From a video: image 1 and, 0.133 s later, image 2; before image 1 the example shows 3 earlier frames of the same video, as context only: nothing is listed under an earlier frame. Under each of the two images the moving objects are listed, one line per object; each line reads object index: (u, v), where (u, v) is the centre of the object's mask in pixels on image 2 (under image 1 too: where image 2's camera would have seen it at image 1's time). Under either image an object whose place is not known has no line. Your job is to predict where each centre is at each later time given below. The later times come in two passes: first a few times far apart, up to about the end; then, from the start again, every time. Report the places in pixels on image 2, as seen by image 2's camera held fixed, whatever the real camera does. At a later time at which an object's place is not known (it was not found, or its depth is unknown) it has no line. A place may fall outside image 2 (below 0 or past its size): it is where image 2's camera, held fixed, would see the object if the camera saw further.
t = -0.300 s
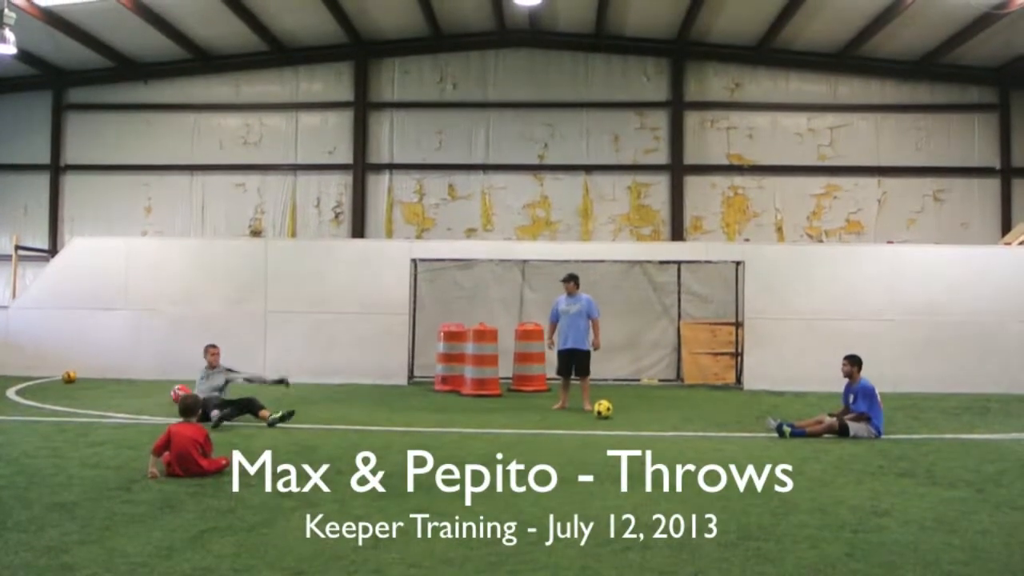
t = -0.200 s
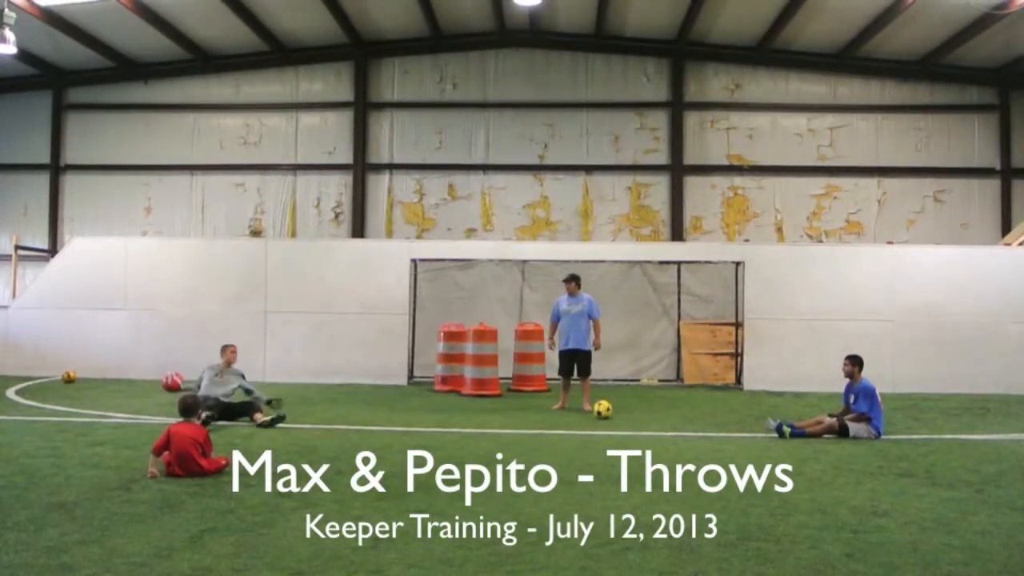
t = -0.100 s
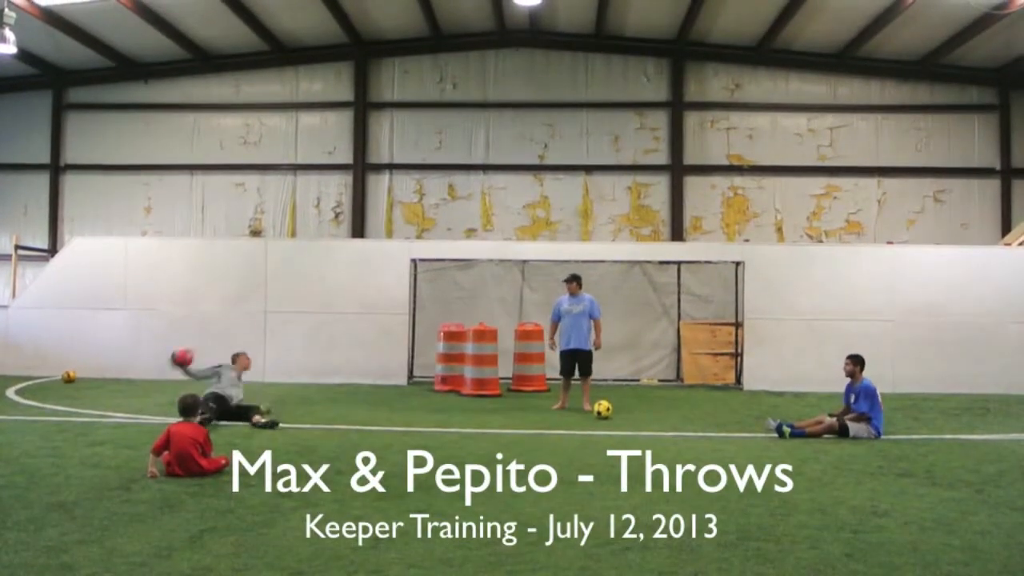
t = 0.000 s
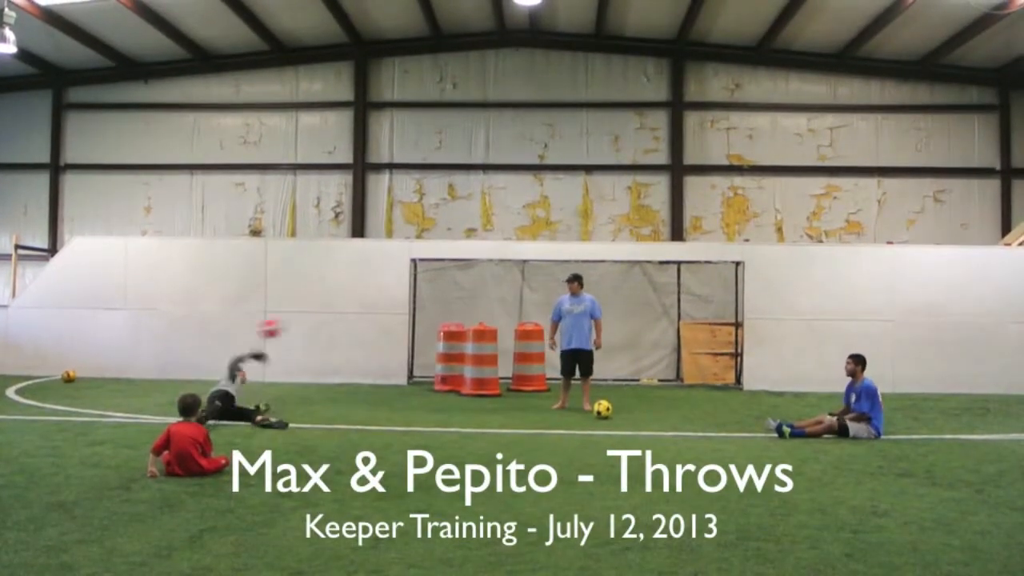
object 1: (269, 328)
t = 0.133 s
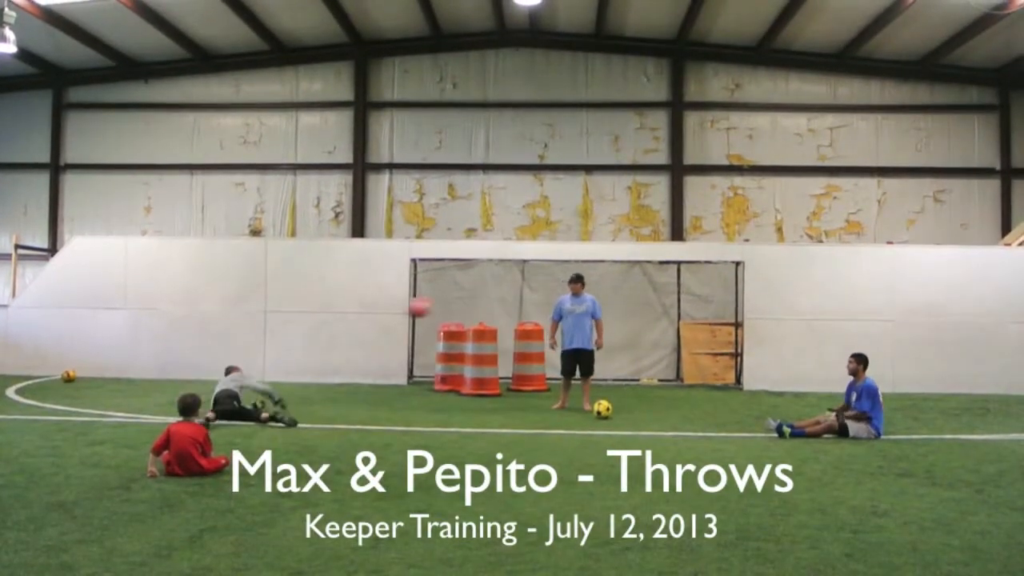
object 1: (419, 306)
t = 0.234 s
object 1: (529, 301)
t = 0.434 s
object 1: (754, 318)
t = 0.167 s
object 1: (454, 304)
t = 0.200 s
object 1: (492, 302)
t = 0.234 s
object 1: (529, 301)
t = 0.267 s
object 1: (566, 300)
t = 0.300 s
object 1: (605, 302)
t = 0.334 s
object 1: (640, 304)
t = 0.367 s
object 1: (677, 308)
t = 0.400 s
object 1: (716, 312)
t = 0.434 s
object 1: (754, 318)
